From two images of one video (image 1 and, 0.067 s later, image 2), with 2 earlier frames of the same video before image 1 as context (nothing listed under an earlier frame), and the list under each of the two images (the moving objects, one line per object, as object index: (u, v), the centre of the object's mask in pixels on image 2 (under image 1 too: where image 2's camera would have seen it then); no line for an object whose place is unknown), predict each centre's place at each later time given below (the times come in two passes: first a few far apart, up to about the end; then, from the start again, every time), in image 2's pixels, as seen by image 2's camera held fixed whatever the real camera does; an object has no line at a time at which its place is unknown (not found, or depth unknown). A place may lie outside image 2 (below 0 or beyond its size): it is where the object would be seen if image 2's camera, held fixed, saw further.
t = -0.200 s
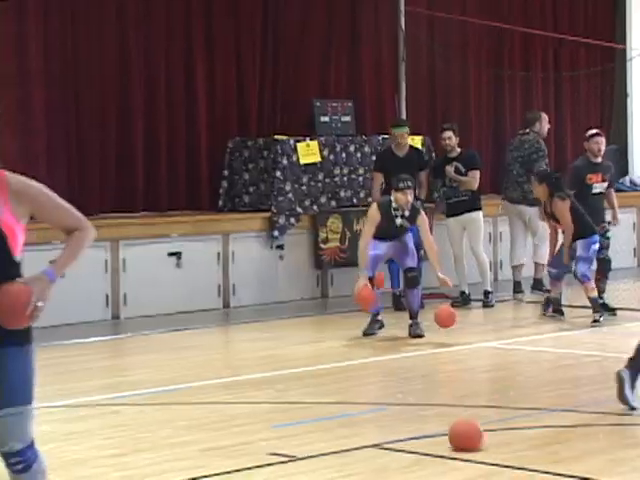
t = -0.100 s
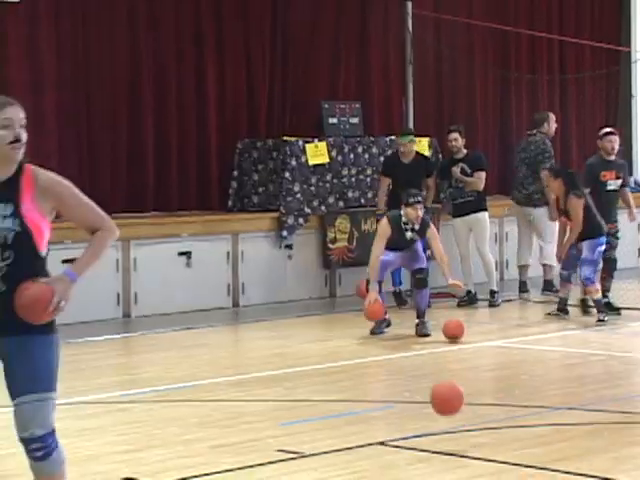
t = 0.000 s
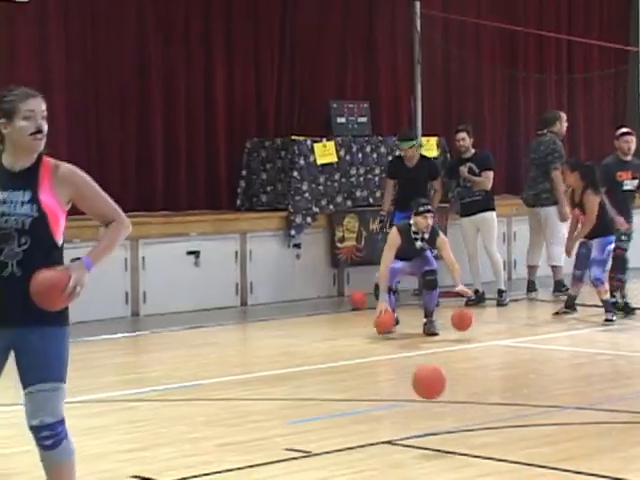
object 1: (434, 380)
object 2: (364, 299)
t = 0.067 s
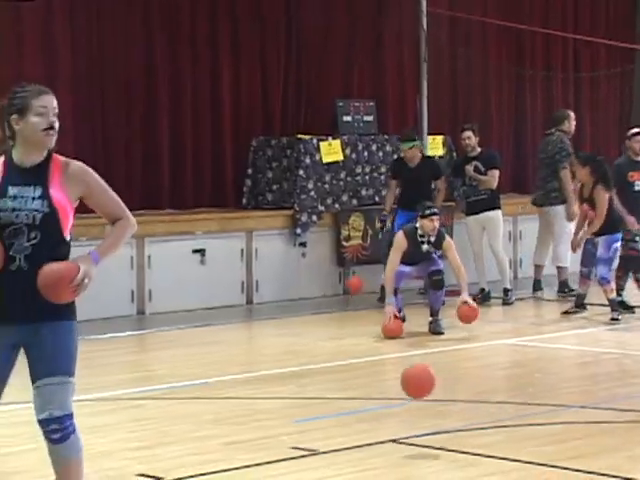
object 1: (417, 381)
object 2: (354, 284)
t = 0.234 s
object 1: (378, 420)
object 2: (332, 273)
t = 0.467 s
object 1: (325, 406)
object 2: (303, 297)
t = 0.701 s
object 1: (273, 444)
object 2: (273, 278)
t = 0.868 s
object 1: (236, 426)
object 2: (284, 283)
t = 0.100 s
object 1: (409, 385)
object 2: (349, 280)
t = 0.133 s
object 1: (401, 390)
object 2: (345, 277)
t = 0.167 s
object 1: (393, 398)
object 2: (341, 274)
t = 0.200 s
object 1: (386, 407)
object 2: (335, 273)
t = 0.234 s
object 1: (378, 420)
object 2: (332, 273)
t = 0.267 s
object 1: (370, 433)
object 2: (327, 274)
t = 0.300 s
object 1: (363, 444)
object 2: (323, 275)
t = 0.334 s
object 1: (355, 433)
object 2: (319, 279)
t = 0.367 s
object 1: (347, 423)
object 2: (315, 283)
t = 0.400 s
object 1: (339, 415)
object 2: (311, 288)
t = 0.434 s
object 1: (332, 410)
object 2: (307, 294)
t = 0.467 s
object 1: (325, 406)
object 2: (303, 297)
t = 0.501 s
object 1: (318, 405)
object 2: (298, 291)
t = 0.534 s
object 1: (311, 406)
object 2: (294, 286)
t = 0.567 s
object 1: (303, 409)
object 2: (290, 283)
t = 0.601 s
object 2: (286, 279)
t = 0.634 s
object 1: (289, 422)
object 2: (281, 278)
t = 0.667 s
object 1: (281, 432)
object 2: (277, 277)
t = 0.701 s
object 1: (273, 444)
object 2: (273, 278)
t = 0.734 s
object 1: (266, 455)
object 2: (272, 277)
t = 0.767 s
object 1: (257, 446)
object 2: (276, 277)
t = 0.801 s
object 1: (251, 437)
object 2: (278, 278)
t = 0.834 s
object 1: (242, 431)
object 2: (282, 281)
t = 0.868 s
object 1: (236, 426)
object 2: (284, 283)
